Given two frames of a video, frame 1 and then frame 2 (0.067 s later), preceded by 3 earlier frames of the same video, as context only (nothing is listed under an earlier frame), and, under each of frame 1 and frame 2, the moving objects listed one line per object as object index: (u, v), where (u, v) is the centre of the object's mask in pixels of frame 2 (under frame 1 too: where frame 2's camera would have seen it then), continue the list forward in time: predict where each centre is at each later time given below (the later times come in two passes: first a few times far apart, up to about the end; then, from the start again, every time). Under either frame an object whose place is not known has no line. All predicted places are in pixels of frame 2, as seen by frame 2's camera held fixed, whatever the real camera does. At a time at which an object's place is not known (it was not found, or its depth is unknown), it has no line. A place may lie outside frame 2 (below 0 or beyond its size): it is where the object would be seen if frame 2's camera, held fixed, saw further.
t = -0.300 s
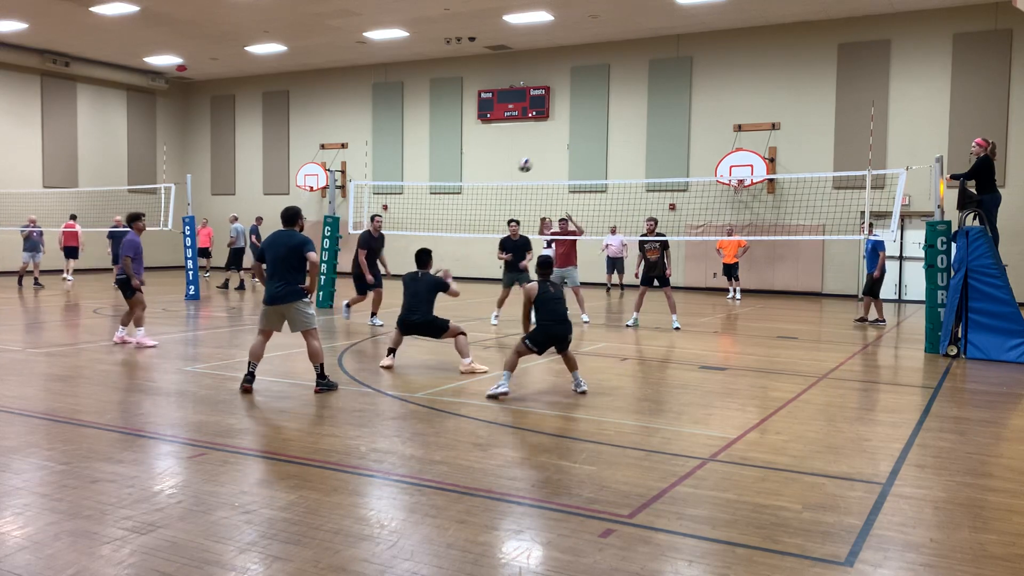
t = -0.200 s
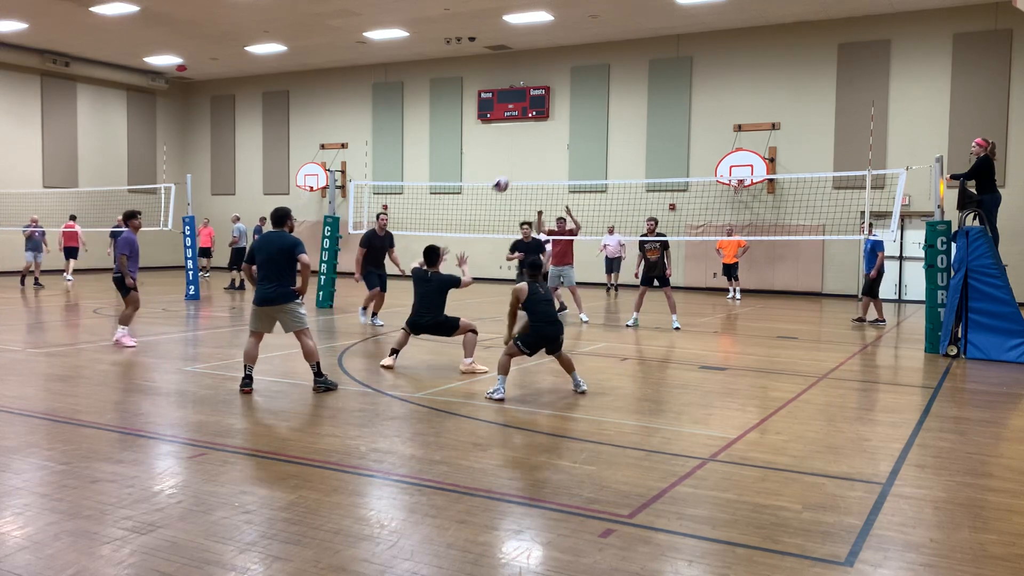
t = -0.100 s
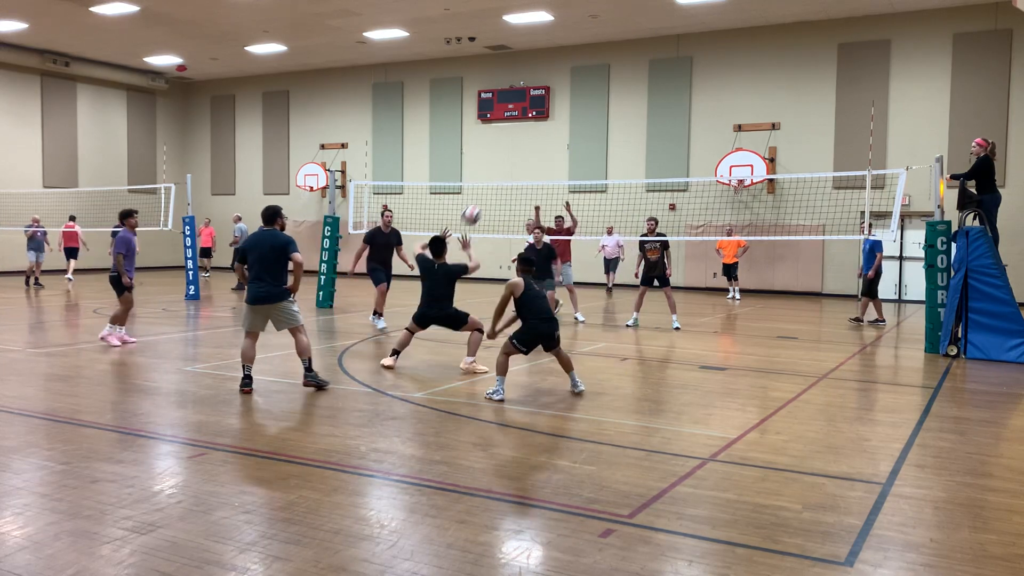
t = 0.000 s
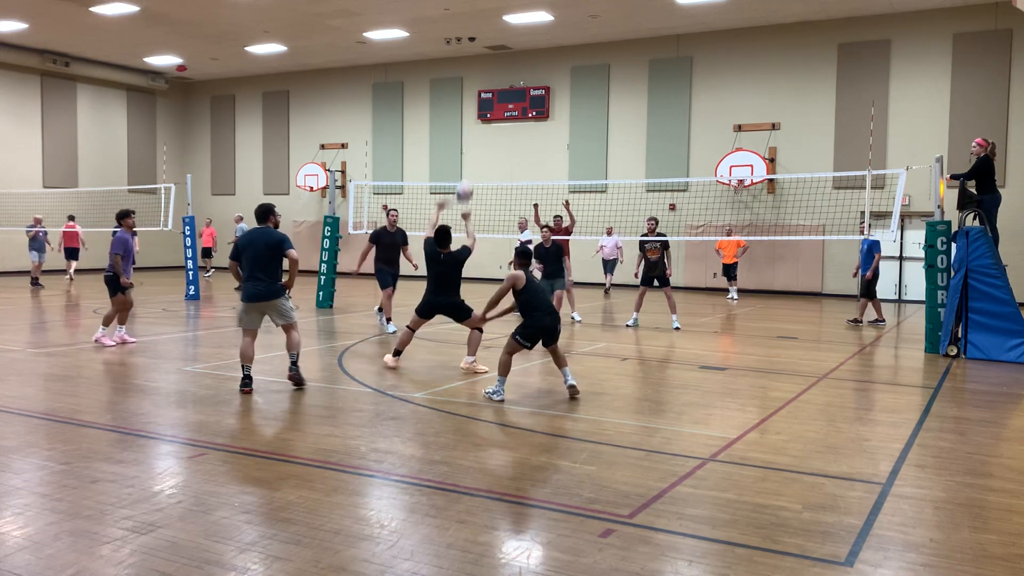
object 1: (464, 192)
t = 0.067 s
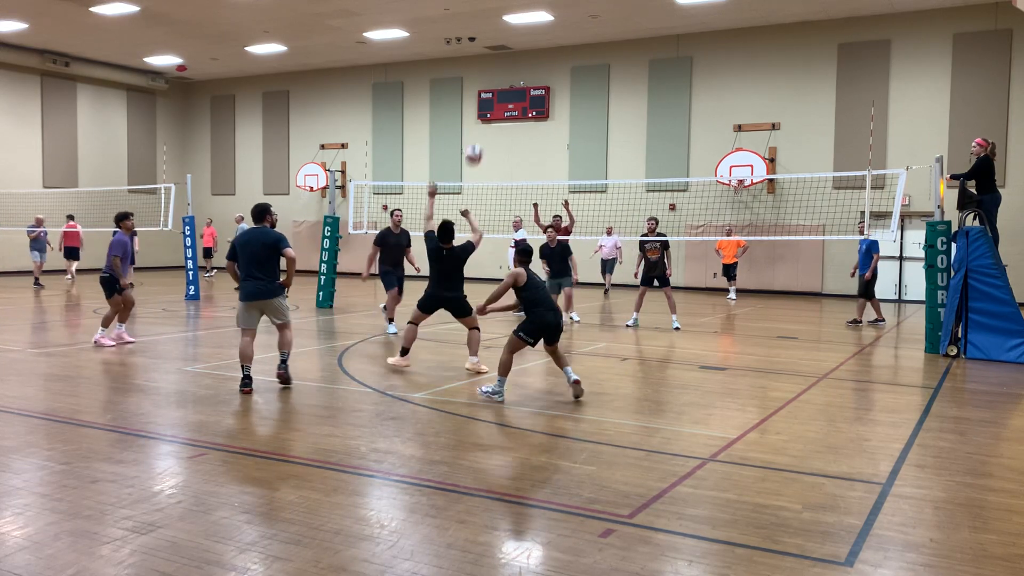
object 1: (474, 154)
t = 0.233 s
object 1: (497, 82)
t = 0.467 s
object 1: (524, 31)
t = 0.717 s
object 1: (550, 26)
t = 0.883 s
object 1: (564, 45)
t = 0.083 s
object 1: (476, 146)
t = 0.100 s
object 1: (479, 138)
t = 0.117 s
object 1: (480, 129)
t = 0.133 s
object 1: (483, 120)
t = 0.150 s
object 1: (486, 114)
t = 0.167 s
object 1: (489, 105)
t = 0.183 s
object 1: (491, 99)
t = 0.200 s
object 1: (491, 93)
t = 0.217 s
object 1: (495, 88)
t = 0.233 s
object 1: (497, 82)
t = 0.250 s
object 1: (498, 76)
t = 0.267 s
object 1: (501, 71)
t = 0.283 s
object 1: (503, 66)
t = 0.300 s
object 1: (505, 61)
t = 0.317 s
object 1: (508, 56)
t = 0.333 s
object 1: (510, 51)
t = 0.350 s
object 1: (511, 47)
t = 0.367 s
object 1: (513, 44)
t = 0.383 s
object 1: (515, 41)
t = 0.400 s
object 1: (516, 38)
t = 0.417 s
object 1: (518, 36)
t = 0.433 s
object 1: (520, 33)
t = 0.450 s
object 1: (522, 33)
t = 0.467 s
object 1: (524, 31)
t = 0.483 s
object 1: (526, 30)
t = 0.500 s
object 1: (528, 28)
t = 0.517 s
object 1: (529, 27)
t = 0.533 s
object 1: (531, 26)
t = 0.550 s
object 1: (533, 24)
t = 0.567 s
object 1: (534, 24)
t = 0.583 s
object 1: (536, 23)
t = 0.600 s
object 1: (538, 22)
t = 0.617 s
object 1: (540, 22)
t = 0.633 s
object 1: (541, 22)
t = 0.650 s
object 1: (543, 22)
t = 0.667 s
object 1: (545, 23)
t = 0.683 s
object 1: (547, 23)
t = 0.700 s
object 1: (548, 24)
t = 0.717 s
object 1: (550, 26)
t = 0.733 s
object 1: (551, 27)
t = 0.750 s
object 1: (552, 28)
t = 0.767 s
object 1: (554, 29)
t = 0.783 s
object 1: (555, 31)
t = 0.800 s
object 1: (557, 33)
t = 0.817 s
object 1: (558, 35)
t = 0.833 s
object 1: (560, 37)
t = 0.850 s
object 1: (561, 40)
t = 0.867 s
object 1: (563, 42)
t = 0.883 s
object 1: (564, 45)
